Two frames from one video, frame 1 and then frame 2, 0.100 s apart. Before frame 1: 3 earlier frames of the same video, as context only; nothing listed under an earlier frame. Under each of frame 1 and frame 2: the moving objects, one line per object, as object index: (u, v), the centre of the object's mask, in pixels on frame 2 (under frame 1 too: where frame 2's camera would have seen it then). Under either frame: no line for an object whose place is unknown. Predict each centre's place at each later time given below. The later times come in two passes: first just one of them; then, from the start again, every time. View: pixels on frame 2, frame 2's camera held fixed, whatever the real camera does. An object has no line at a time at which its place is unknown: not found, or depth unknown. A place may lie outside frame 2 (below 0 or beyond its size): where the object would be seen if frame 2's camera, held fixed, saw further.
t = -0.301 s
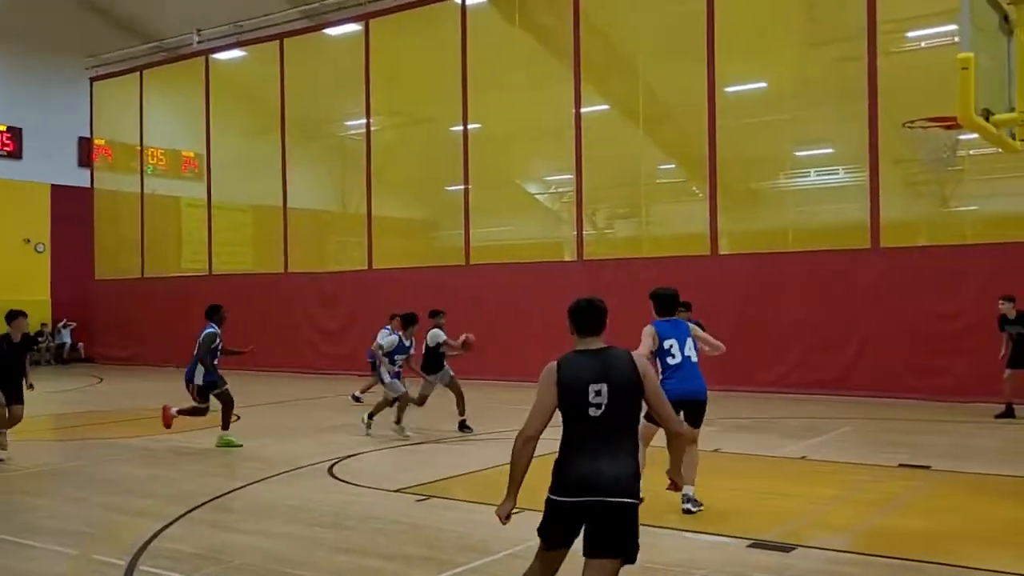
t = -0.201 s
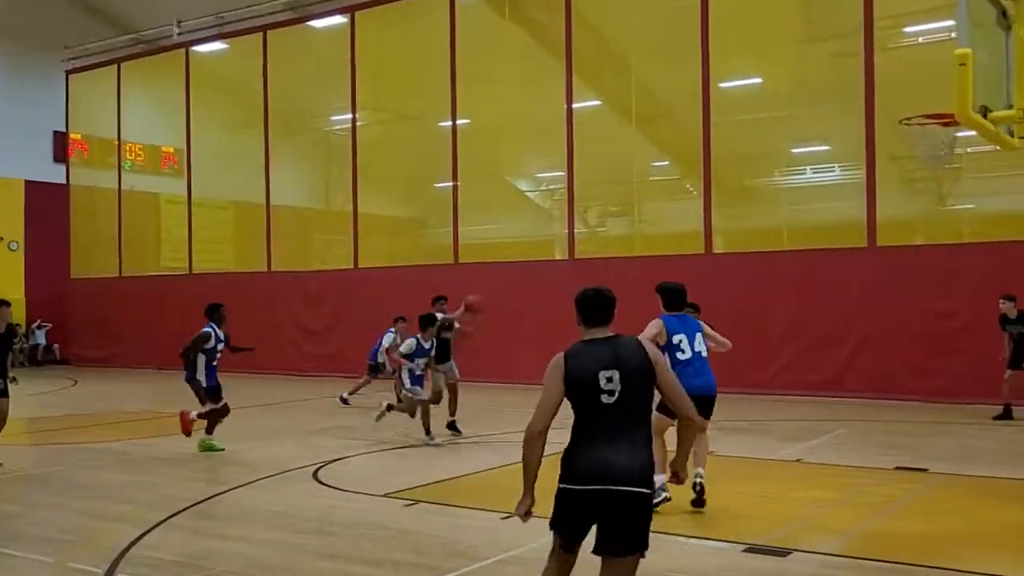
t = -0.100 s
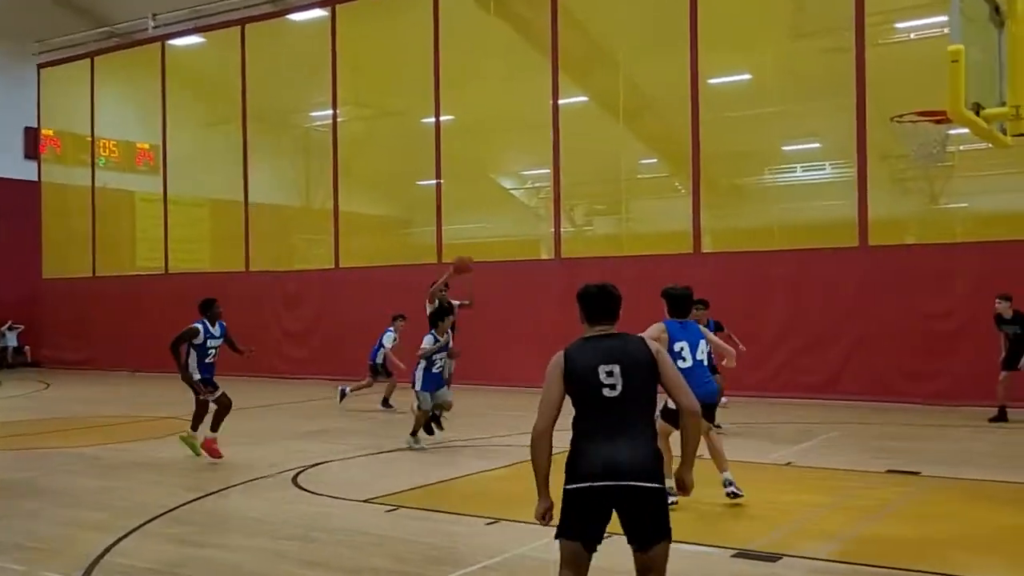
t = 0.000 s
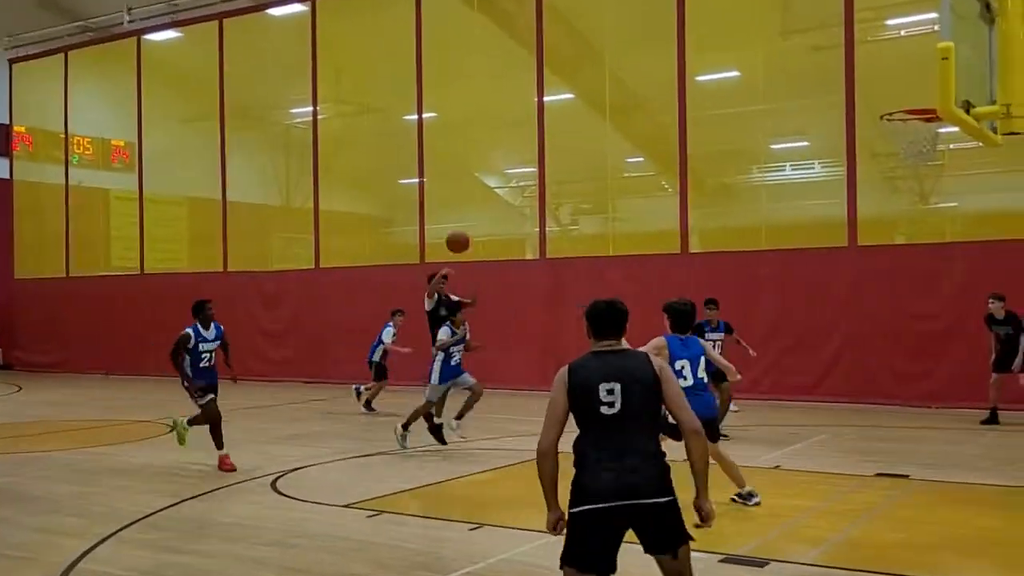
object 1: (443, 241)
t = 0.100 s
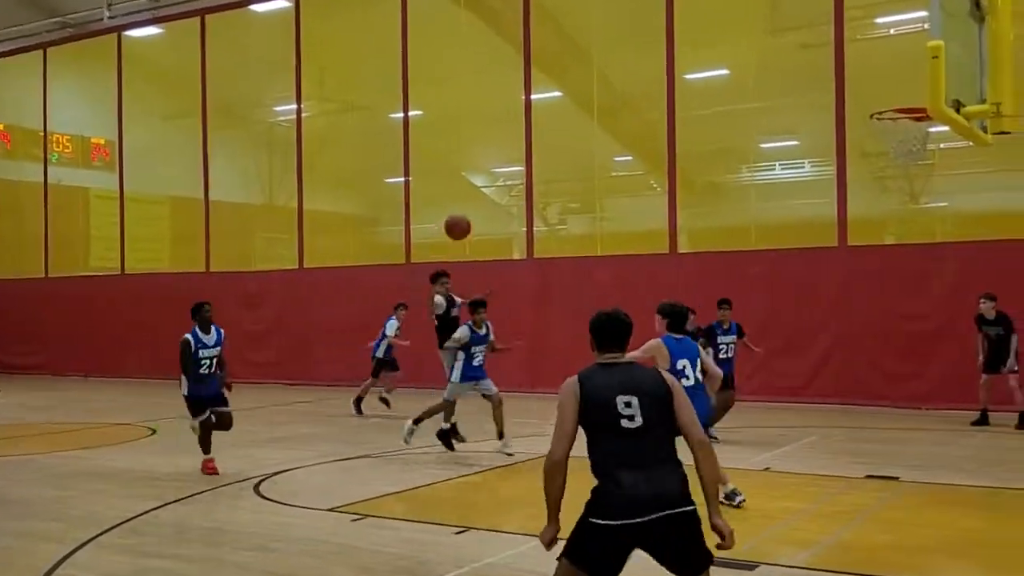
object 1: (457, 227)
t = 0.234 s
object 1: (481, 221)
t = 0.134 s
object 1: (463, 224)
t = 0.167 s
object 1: (468, 222)
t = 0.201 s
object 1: (474, 221)
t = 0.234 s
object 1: (481, 221)
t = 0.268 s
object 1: (489, 223)
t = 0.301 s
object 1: (497, 226)
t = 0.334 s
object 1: (506, 231)
